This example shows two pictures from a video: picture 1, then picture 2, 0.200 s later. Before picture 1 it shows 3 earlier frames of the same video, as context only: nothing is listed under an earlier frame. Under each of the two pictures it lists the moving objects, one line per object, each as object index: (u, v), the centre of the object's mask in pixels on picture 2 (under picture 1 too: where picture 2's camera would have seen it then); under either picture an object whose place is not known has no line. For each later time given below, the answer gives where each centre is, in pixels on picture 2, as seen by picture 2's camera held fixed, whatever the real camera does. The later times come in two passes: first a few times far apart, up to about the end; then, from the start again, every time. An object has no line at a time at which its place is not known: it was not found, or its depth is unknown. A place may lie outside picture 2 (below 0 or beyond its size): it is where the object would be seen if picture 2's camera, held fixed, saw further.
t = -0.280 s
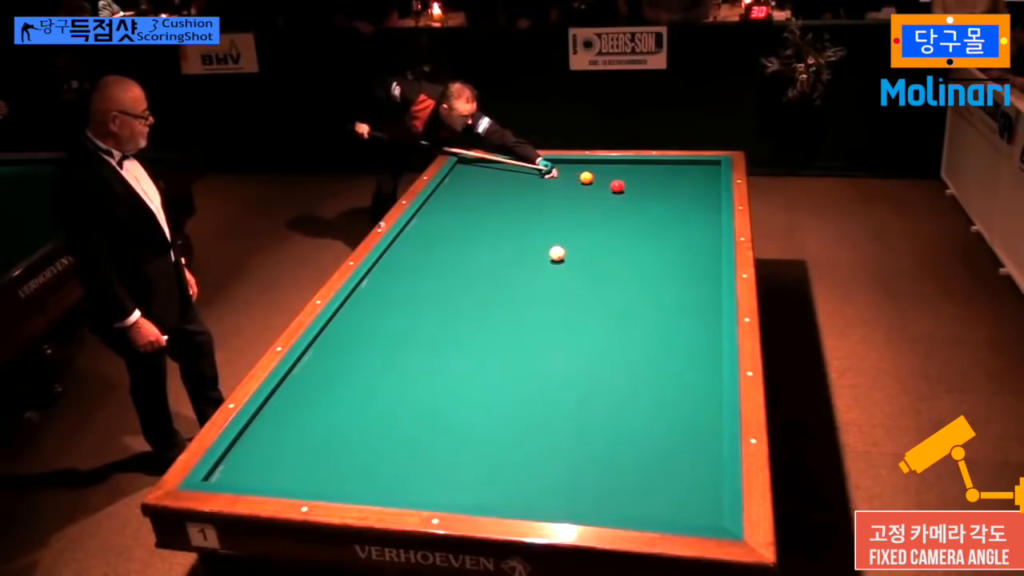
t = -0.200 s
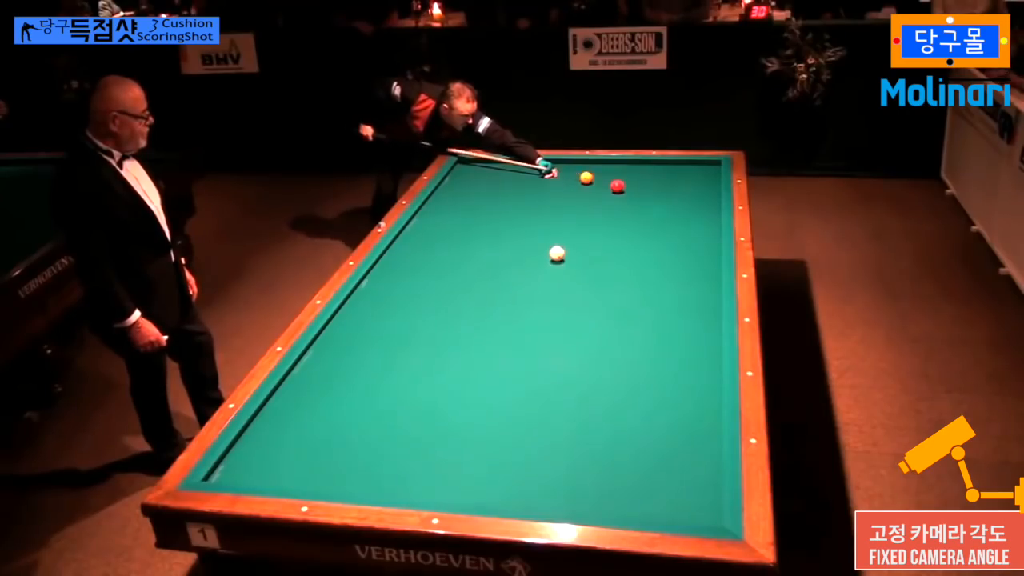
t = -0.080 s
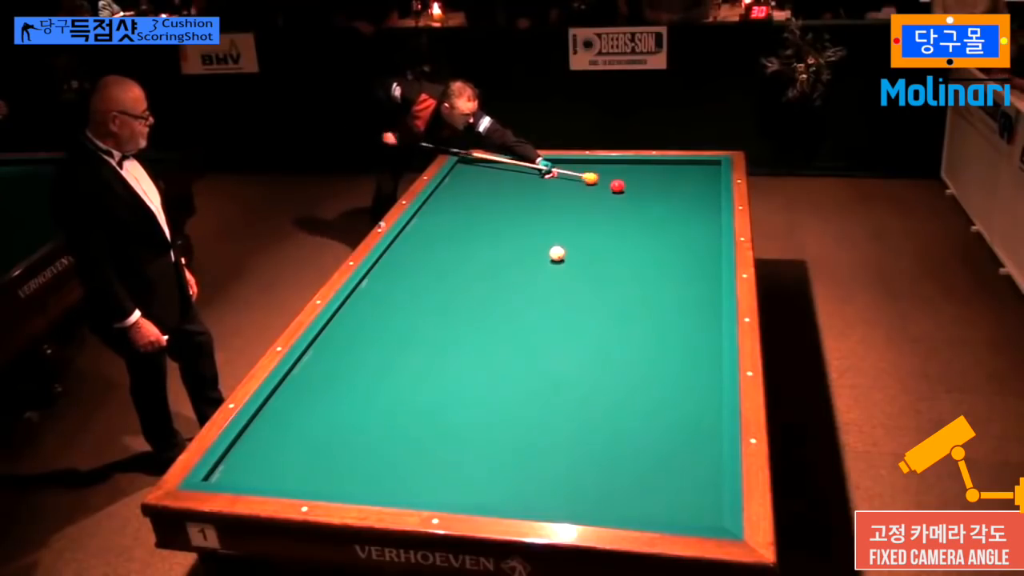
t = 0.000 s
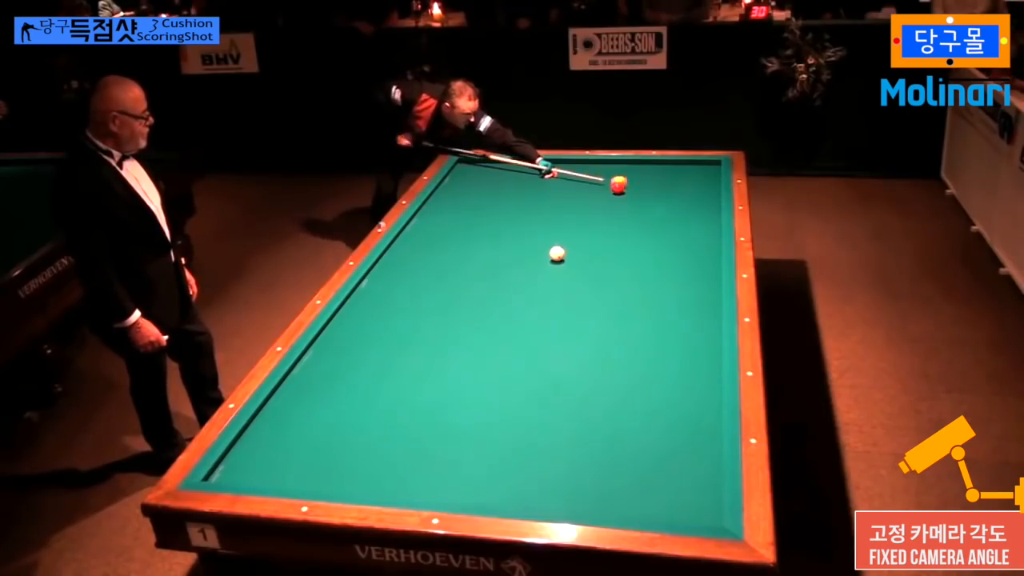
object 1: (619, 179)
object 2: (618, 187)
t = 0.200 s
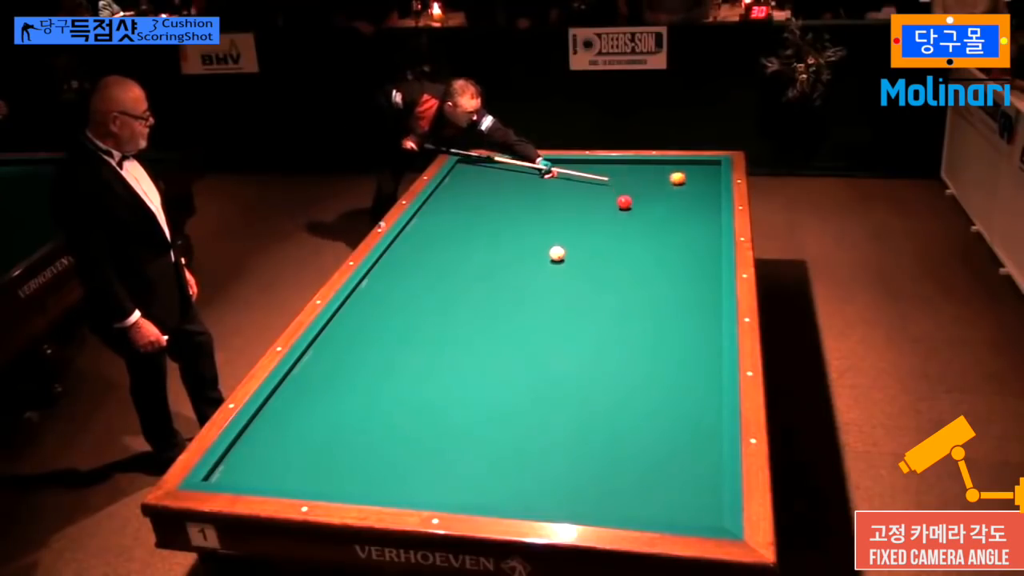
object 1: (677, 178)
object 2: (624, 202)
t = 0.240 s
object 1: (688, 178)
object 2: (625, 205)
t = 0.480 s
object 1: (690, 171)
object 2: (632, 221)
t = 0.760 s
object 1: (651, 162)
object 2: (640, 241)
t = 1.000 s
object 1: (620, 167)
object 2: (648, 259)
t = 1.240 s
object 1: (589, 172)
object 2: (656, 278)
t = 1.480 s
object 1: (558, 176)
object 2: (665, 300)
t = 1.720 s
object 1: (527, 181)
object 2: (674, 323)
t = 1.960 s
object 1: (496, 186)
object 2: (684, 347)
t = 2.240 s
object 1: (461, 191)
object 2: (697, 380)
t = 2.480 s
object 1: (437, 196)
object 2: (710, 410)
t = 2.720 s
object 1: (447, 202)
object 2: (705, 439)
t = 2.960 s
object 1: (458, 208)
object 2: (697, 469)
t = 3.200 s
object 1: (469, 214)
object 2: (688, 502)
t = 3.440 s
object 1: (480, 221)
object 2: (680, 503)
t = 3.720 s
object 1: (493, 228)
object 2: (672, 480)
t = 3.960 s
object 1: (504, 235)
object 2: (666, 462)
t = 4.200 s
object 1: (516, 241)
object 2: (661, 446)
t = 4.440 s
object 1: (527, 248)
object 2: (657, 431)
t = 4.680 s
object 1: (538, 254)
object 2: (652, 418)
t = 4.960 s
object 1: (549, 262)
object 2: (648, 403)
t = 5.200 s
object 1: (559, 269)
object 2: (644, 392)
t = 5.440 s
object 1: (568, 276)
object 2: (642, 382)
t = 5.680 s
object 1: (577, 283)
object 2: (638, 372)
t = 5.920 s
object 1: (586, 289)
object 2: (636, 363)
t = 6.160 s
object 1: (595, 296)
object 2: (634, 356)
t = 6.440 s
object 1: (606, 304)
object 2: (631, 347)
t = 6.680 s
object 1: (615, 310)
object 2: (629, 341)
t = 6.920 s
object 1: (623, 316)
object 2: (628, 335)
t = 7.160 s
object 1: (632, 320)
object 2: (626, 331)
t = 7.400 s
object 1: (641, 321)
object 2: (623, 332)
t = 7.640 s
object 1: (650, 320)
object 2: (620, 334)
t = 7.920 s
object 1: (659, 320)
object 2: (618, 335)
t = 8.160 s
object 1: (666, 319)
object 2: (616, 336)
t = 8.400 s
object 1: (672, 319)
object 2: (615, 336)
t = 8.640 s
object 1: (677, 318)
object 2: (615, 336)
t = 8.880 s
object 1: (682, 318)
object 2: (614, 336)
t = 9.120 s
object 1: (686, 318)
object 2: (615, 336)
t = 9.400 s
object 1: (690, 318)
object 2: (615, 336)
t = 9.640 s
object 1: (693, 318)
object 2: (615, 336)
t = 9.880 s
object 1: (694, 317)
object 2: (615, 336)
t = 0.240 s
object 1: (688, 178)
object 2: (625, 205)
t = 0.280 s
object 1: (699, 177)
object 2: (626, 208)
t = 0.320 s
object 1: (709, 176)
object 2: (628, 211)
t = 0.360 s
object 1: (713, 175)
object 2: (629, 213)
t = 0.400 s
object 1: (705, 173)
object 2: (629, 216)
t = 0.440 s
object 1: (697, 172)
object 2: (631, 218)
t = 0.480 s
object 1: (690, 171)
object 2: (632, 221)
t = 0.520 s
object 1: (683, 169)
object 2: (633, 224)
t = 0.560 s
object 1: (678, 167)
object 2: (634, 227)
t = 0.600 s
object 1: (672, 166)
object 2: (635, 229)
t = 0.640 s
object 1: (667, 164)
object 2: (636, 232)
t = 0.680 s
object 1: (662, 163)
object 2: (638, 235)
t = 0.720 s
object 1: (657, 161)
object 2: (639, 238)
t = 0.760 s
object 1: (651, 162)
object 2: (640, 241)
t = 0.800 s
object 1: (646, 163)
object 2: (641, 244)
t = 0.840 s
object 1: (641, 164)
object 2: (642, 247)
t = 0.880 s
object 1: (636, 165)
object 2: (644, 250)
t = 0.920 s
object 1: (631, 166)
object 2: (645, 253)
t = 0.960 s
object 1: (626, 166)
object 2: (646, 256)
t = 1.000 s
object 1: (620, 167)
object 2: (648, 259)
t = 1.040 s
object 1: (615, 168)
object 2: (649, 262)
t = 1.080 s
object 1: (610, 169)
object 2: (650, 266)
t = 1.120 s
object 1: (604, 170)
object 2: (651, 268)
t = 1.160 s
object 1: (599, 170)
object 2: (653, 272)
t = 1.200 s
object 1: (594, 171)
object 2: (654, 275)
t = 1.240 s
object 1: (589, 172)
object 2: (656, 278)
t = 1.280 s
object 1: (584, 173)
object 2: (657, 282)
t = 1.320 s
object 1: (578, 174)
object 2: (659, 285)
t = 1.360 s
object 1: (574, 174)
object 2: (660, 289)
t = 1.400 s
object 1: (568, 175)
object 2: (662, 292)
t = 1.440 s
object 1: (563, 176)
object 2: (663, 296)
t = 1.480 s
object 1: (558, 176)
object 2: (665, 300)
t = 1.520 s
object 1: (553, 177)
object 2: (666, 303)
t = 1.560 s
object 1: (548, 178)
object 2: (667, 307)
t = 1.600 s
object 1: (542, 179)
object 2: (669, 311)
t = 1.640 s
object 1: (537, 179)
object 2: (671, 315)
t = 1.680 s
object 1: (532, 180)
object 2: (672, 319)
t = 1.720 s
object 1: (527, 181)
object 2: (674, 323)
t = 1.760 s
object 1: (522, 182)
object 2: (676, 327)
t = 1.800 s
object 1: (517, 183)
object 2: (677, 331)
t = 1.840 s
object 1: (512, 183)
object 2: (679, 335)
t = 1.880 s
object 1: (506, 184)
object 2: (681, 339)
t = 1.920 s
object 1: (501, 185)
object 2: (682, 343)
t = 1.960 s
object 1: (496, 186)
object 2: (684, 347)
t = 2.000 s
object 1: (491, 186)
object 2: (686, 352)
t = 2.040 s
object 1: (486, 187)
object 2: (688, 356)
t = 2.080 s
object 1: (481, 188)
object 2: (690, 361)
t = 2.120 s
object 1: (476, 189)
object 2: (692, 366)
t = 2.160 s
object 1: (471, 190)
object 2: (694, 370)
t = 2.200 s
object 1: (466, 190)
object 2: (695, 375)
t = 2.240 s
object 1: (461, 191)
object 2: (697, 380)
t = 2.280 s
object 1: (455, 192)
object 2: (699, 384)
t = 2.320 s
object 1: (450, 193)
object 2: (701, 389)
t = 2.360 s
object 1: (445, 193)
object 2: (704, 395)
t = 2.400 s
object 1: (441, 194)
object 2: (706, 399)
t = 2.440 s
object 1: (435, 195)
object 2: (708, 405)
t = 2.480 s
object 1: (437, 196)
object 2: (710, 410)
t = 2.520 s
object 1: (439, 197)
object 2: (712, 415)
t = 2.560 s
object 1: (440, 198)
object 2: (711, 420)
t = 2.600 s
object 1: (442, 199)
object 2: (709, 424)
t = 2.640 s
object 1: (444, 200)
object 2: (708, 429)
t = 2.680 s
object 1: (446, 201)
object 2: (707, 434)
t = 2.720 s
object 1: (447, 202)
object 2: (705, 439)
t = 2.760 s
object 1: (449, 203)
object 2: (704, 444)
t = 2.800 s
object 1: (451, 204)
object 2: (702, 449)
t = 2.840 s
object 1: (453, 205)
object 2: (701, 453)
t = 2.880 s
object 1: (455, 206)
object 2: (700, 459)
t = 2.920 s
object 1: (456, 207)
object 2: (698, 464)
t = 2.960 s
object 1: (458, 208)
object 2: (697, 469)
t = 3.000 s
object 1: (460, 209)
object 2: (695, 474)
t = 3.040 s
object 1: (462, 210)
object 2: (694, 480)
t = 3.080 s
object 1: (464, 212)
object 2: (692, 485)
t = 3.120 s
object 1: (465, 213)
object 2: (691, 491)
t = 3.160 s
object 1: (467, 214)
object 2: (690, 496)
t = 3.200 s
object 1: (469, 214)
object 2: (688, 502)
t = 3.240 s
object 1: (471, 216)
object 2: (686, 508)
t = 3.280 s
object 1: (473, 217)
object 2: (685, 512)
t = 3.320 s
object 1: (475, 218)
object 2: (684, 513)
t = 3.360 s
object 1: (476, 219)
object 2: (682, 510)
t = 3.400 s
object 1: (478, 220)
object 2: (681, 507)
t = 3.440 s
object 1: (480, 221)
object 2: (680, 503)
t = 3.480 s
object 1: (482, 222)
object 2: (679, 500)
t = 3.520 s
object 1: (484, 223)
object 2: (678, 496)
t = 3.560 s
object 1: (486, 224)
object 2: (677, 493)
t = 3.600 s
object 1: (488, 225)
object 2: (676, 489)
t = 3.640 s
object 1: (489, 226)
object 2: (675, 486)
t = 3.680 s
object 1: (491, 227)
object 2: (674, 483)
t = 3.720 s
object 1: (493, 228)
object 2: (672, 480)
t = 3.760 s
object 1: (495, 229)
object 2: (671, 477)
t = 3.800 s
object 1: (497, 230)
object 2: (670, 474)
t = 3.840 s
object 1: (498, 232)
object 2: (670, 471)
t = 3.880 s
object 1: (500, 233)
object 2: (668, 468)
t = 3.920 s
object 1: (502, 234)
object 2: (668, 465)
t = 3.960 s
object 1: (504, 235)
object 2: (666, 462)
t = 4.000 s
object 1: (506, 236)
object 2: (665, 459)
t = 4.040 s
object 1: (508, 237)
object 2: (665, 457)
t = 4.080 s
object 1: (510, 238)
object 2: (664, 454)
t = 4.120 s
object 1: (512, 239)
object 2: (663, 451)
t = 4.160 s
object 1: (514, 240)
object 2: (662, 449)
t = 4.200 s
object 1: (516, 241)
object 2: (661, 446)
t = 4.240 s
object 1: (517, 242)
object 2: (661, 444)
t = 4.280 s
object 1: (520, 243)
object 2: (660, 441)
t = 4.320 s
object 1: (521, 244)
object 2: (659, 438)
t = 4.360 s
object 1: (523, 245)
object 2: (658, 436)
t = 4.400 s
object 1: (525, 247)
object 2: (657, 434)
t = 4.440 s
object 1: (527, 248)
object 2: (657, 431)
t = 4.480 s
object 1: (529, 249)
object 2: (656, 429)
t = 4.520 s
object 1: (531, 250)
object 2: (655, 426)
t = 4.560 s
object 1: (533, 251)
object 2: (654, 424)
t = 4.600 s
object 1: (535, 252)
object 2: (654, 422)
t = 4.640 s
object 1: (536, 253)
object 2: (653, 420)
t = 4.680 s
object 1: (538, 254)
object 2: (652, 418)
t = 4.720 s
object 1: (540, 255)
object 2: (652, 416)
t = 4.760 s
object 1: (542, 256)
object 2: (651, 413)
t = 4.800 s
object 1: (543, 258)
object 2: (650, 412)
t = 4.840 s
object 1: (545, 259)
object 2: (650, 409)
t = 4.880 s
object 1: (546, 260)
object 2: (649, 407)
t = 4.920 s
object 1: (548, 261)
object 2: (648, 405)
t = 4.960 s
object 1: (549, 262)
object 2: (648, 403)
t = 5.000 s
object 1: (551, 264)
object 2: (647, 402)
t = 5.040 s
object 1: (553, 265)
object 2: (647, 400)
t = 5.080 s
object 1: (554, 266)
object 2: (646, 398)
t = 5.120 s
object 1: (556, 267)
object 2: (646, 396)
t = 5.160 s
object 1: (557, 268)
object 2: (645, 394)
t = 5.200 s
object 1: (559, 269)
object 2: (644, 392)
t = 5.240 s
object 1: (561, 270)
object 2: (644, 390)
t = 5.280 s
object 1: (562, 271)
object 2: (643, 389)
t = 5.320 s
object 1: (563, 273)
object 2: (643, 387)
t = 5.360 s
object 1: (565, 274)
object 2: (643, 385)
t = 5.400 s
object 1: (567, 275)
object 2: (642, 383)
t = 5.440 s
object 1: (568, 276)
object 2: (642, 382)
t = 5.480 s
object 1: (570, 277)
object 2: (641, 380)
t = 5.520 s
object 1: (571, 279)
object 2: (640, 379)
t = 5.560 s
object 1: (573, 280)
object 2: (640, 377)
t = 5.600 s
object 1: (574, 281)
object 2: (639, 375)
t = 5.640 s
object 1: (576, 282)
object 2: (639, 374)
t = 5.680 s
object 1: (577, 283)
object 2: (638, 372)
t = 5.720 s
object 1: (579, 284)
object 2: (638, 371)
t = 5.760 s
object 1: (580, 285)
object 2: (638, 369)
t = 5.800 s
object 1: (582, 287)
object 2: (637, 368)
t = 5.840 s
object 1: (583, 288)
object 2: (637, 367)
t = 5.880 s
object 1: (585, 288)
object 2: (636, 365)
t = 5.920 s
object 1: (586, 289)
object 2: (636, 363)
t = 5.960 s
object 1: (588, 291)
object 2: (635, 362)
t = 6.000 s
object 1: (589, 292)
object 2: (635, 361)
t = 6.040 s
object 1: (591, 293)
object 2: (635, 359)
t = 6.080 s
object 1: (592, 294)
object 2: (635, 358)
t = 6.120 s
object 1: (594, 295)
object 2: (634, 357)
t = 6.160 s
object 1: (595, 296)
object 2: (634, 356)
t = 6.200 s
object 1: (597, 297)
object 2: (633, 354)
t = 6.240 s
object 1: (598, 298)
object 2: (633, 353)
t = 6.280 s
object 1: (600, 299)
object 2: (632, 352)
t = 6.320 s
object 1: (601, 300)
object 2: (632, 351)
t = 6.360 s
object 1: (603, 301)
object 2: (632, 349)
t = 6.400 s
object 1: (604, 303)
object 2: (631, 348)
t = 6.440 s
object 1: (606, 304)
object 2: (631, 347)
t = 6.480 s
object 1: (607, 305)
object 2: (631, 346)
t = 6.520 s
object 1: (609, 306)
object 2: (631, 345)
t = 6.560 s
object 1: (610, 307)
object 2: (630, 344)
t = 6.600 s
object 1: (612, 308)
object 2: (630, 343)
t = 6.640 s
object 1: (613, 309)
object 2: (630, 342)
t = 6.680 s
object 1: (615, 310)
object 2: (629, 341)
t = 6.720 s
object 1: (616, 311)
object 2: (629, 340)
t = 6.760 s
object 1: (617, 313)
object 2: (629, 339)
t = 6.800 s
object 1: (619, 313)
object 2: (628, 338)
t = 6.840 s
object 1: (620, 315)
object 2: (628, 337)
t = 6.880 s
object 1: (622, 316)
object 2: (628, 336)
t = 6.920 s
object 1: (623, 316)
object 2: (628, 335)
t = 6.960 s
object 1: (624, 317)
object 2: (627, 334)
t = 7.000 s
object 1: (626, 318)
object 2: (627, 334)
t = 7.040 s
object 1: (627, 318)
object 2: (627, 333)
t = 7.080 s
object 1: (629, 319)
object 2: (627, 332)
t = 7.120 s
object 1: (631, 319)
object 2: (626, 331)
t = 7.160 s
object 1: (632, 320)
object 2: (626, 331)
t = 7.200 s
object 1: (634, 320)
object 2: (625, 331)
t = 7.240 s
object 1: (635, 320)
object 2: (624, 331)
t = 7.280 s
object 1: (637, 320)
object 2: (624, 331)
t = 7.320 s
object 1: (638, 321)
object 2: (624, 332)
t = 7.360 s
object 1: (640, 321)
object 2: (624, 332)
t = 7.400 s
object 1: (641, 321)
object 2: (623, 332)
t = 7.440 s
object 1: (643, 321)
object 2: (623, 333)
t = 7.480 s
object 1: (644, 320)
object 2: (622, 333)
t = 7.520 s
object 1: (646, 320)
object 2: (622, 333)
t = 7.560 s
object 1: (647, 320)
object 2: (621, 333)
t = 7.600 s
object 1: (649, 320)
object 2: (621, 334)
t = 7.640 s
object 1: (650, 320)
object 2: (620, 334)
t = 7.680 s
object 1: (651, 320)
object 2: (620, 334)
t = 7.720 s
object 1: (653, 320)
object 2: (619, 334)
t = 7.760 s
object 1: (654, 320)
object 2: (619, 334)
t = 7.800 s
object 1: (655, 320)
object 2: (619, 335)
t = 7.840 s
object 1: (657, 320)
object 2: (618, 335)
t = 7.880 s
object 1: (658, 320)
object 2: (618, 335)
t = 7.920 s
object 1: (659, 320)
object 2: (618, 335)
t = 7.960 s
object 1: (660, 320)
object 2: (618, 335)
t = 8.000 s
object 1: (661, 319)
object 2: (617, 335)
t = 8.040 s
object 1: (663, 319)
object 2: (617, 336)
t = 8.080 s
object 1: (664, 319)
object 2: (617, 336)
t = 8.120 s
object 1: (665, 319)
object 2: (616, 336)
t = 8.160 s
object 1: (666, 319)
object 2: (616, 336)
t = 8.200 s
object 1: (667, 319)
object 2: (616, 336)
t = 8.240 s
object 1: (668, 319)
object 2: (616, 336)
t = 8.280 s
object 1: (669, 319)
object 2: (615, 336)
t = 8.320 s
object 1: (670, 319)
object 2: (615, 336)
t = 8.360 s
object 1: (671, 319)
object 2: (615, 336)
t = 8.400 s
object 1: (672, 319)
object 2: (615, 336)
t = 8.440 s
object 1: (673, 318)
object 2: (615, 336)
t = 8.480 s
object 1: (674, 318)
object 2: (615, 336)
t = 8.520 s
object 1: (675, 318)
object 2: (615, 336)
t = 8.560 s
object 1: (676, 318)
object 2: (615, 336)
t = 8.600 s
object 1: (677, 318)
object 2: (615, 336)
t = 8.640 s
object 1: (677, 318)
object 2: (615, 336)
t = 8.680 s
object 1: (678, 318)
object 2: (615, 336)
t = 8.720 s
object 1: (679, 318)
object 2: (615, 336)
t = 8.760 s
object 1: (680, 318)
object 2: (614, 336)
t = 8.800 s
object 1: (681, 318)
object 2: (614, 336)
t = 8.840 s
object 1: (681, 318)
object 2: (614, 336)
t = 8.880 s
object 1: (682, 318)
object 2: (614, 336)
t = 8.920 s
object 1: (683, 318)
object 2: (614, 336)
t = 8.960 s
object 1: (684, 318)
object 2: (614, 336)
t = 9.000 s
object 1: (684, 318)
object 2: (614, 336)
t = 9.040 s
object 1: (685, 318)
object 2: (614, 336)
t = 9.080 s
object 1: (686, 318)
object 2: (614, 336)
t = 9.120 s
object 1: (686, 318)
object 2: (615, 336)
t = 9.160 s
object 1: (687, 318)
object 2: (615, 336)
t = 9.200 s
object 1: (688, 318)
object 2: (615, 336)
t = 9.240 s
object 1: (688, 318)
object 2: (615, 336)
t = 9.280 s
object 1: (689, 318)
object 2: (615, 336)
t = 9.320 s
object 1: (689, 318)
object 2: (615, 336)
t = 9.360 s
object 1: (690, 318)
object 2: (615, 336)
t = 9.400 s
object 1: (690, 318)
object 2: (615, 336)
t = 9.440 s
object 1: (691, 318)
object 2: (615, 336)
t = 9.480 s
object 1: (691, 318)
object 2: (615, 336)
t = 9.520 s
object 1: (691, 318)
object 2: (615, 336)
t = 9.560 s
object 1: (692, 318)
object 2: (615, 336)
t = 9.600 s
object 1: (692, 318)
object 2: (615, 336)
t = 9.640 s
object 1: (693, 318)
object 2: (615, 336)
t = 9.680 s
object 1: (693, 318)
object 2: (615, 336)
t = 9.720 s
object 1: (693, 318)
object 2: (615, 336)
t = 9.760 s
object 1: (694, 318)
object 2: (615, 336)
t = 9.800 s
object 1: (694, 318)
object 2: (615, 336)
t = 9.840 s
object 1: (694, 317)
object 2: (615, 336)
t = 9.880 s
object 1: (694, 317)
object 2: (615, 336)
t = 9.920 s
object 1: (694, 317)
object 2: (615, 336)
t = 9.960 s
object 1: (695, 317)
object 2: (615, 336)
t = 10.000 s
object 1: (695, 317)
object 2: (615, 336)
